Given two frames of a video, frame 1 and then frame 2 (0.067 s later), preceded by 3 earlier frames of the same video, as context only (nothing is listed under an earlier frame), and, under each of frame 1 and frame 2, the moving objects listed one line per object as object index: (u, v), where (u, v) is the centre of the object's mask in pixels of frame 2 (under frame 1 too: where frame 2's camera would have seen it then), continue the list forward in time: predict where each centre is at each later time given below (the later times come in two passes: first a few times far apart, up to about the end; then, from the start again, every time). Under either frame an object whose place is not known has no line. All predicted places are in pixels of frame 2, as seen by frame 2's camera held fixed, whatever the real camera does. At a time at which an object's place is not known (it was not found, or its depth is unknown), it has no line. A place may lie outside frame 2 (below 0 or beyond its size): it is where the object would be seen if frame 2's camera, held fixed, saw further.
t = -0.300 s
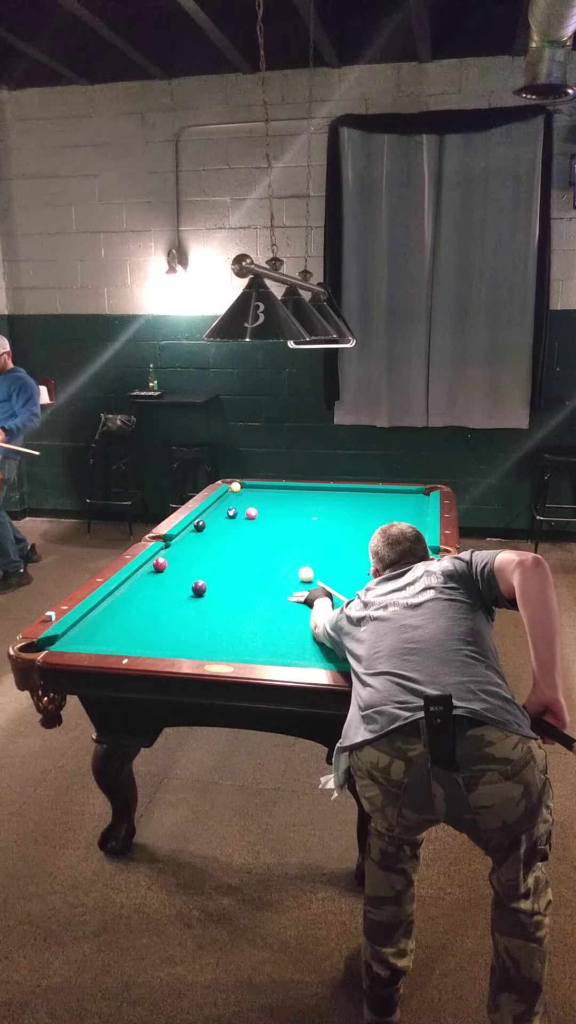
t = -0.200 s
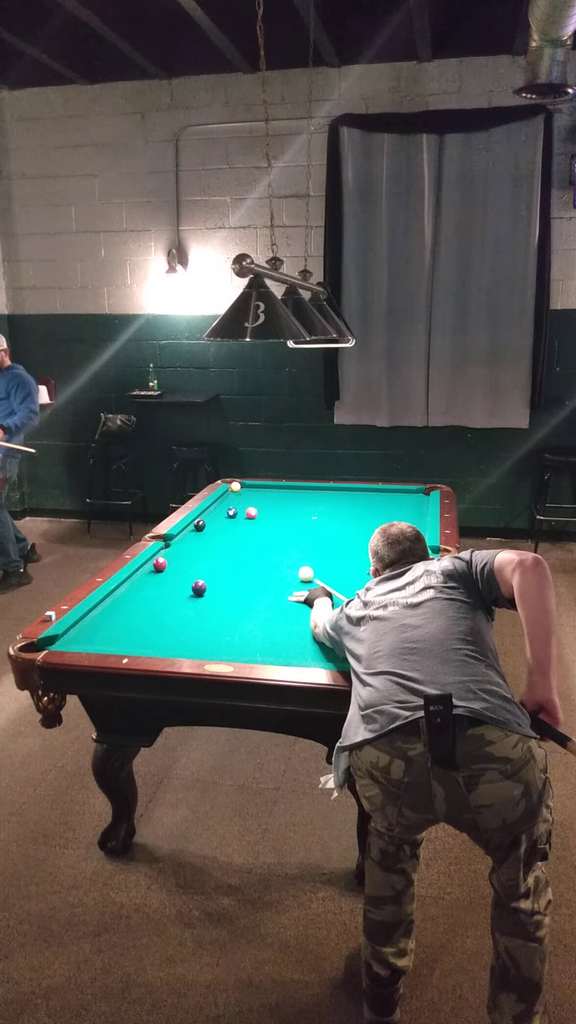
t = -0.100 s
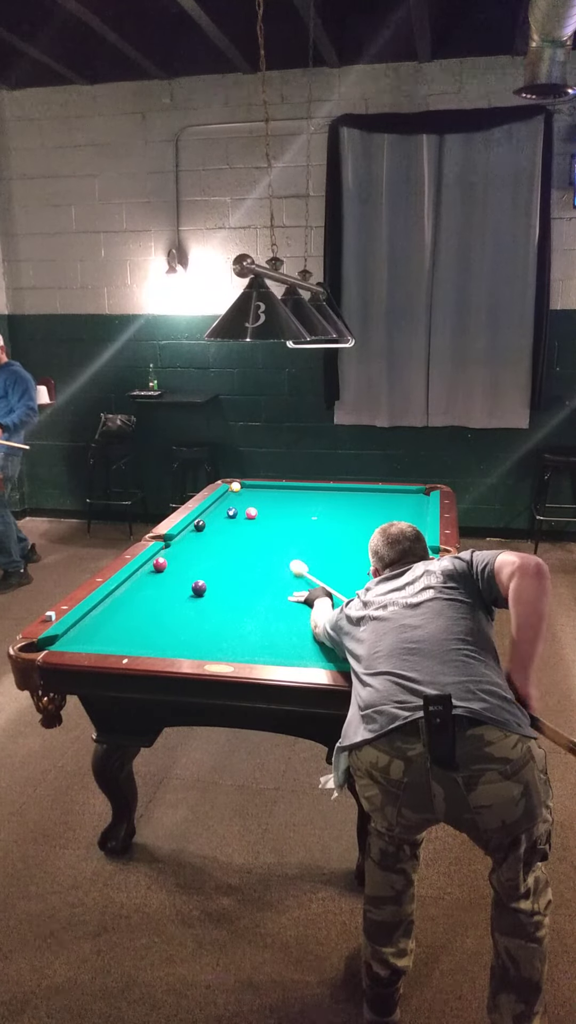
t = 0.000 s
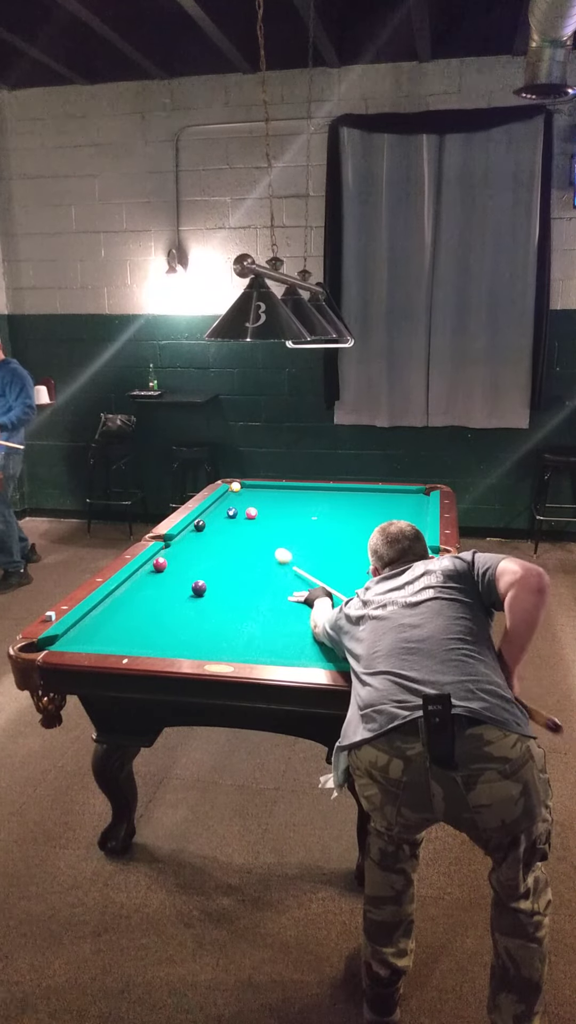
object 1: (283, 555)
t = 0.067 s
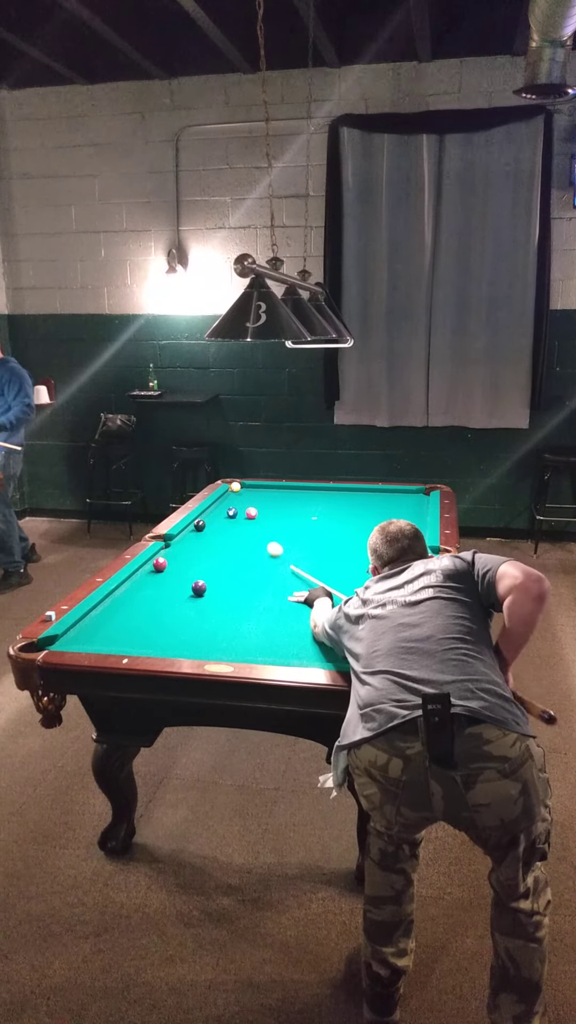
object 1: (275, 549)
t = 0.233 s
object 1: (257, 535)
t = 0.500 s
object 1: (234, 517)
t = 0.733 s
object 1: (215, 514)
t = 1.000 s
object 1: (214, 512)
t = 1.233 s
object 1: (224, 511)
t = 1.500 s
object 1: (235, 511)
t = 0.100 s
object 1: (271, 545)
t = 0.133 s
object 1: (268, 543)
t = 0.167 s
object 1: (264, 540)
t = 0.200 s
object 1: (261, 538)
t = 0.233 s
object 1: (257, 535)
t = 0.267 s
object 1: (254, 533)
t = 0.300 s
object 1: (251, 530)
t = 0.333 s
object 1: (248, 528)
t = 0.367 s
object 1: (245, 526)
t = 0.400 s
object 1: (242, 524)
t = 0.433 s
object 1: (239, 521)
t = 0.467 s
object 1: (237, 519)
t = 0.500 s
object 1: (234, 517)
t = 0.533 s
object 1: (231, 516)
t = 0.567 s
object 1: (228, 515)
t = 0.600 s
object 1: (225, 515)
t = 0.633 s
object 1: (223, 515)
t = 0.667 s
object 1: (220, 514)
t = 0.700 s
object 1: (217, 514)
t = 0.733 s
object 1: (215, 514)
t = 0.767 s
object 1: (212, 513)
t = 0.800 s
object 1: (210, 513)
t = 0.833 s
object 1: (207, 512)
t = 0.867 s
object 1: (208, 512)
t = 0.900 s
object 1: (209, 512)
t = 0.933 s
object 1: (211, 512)
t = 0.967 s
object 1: (213, 512)
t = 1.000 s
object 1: (214, 512)
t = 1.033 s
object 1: (216, 512)
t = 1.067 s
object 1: (217, 512)
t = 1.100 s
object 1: (219, 512)
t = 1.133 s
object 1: (220, 512)
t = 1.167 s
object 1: (221, 511)
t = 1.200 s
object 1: (223, 511)
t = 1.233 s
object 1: (224, 511)
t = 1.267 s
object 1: (226, 511)
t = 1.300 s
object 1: (227, 511)
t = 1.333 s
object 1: (228, 511)
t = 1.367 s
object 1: (230, 511)
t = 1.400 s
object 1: (231, 511)
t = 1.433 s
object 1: (232, 511)
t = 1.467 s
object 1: (234, 511)
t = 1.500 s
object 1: (235, 511)
